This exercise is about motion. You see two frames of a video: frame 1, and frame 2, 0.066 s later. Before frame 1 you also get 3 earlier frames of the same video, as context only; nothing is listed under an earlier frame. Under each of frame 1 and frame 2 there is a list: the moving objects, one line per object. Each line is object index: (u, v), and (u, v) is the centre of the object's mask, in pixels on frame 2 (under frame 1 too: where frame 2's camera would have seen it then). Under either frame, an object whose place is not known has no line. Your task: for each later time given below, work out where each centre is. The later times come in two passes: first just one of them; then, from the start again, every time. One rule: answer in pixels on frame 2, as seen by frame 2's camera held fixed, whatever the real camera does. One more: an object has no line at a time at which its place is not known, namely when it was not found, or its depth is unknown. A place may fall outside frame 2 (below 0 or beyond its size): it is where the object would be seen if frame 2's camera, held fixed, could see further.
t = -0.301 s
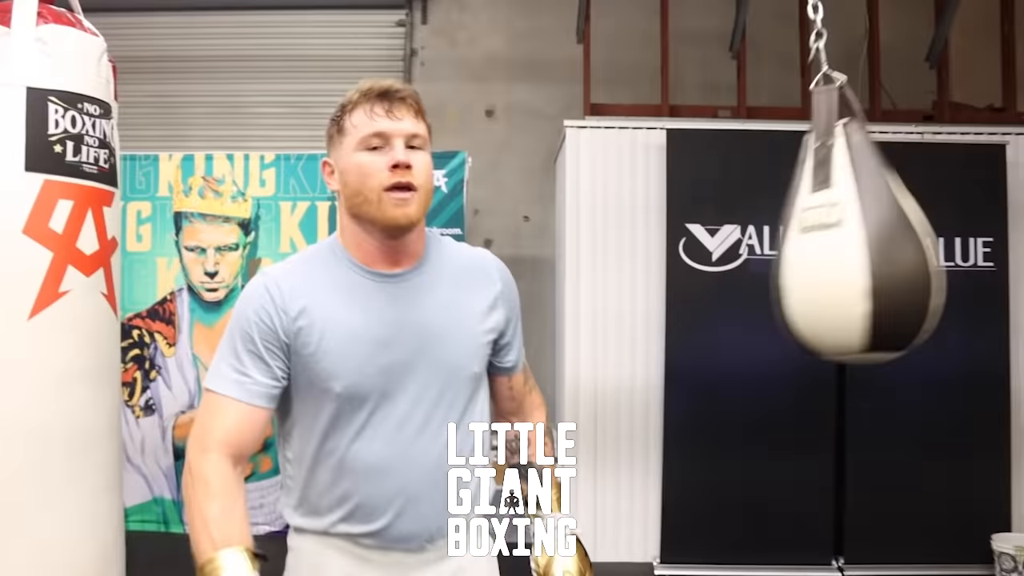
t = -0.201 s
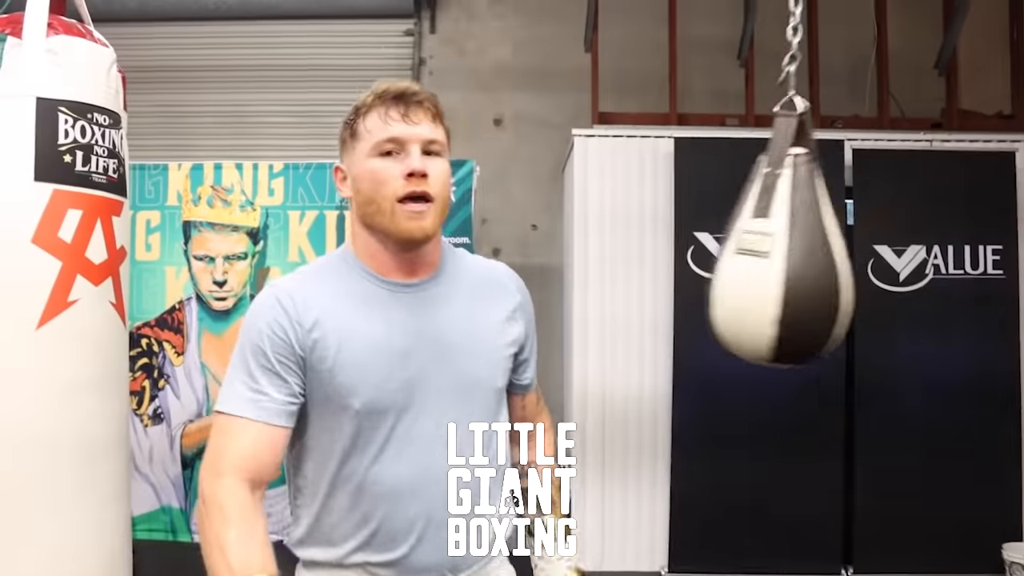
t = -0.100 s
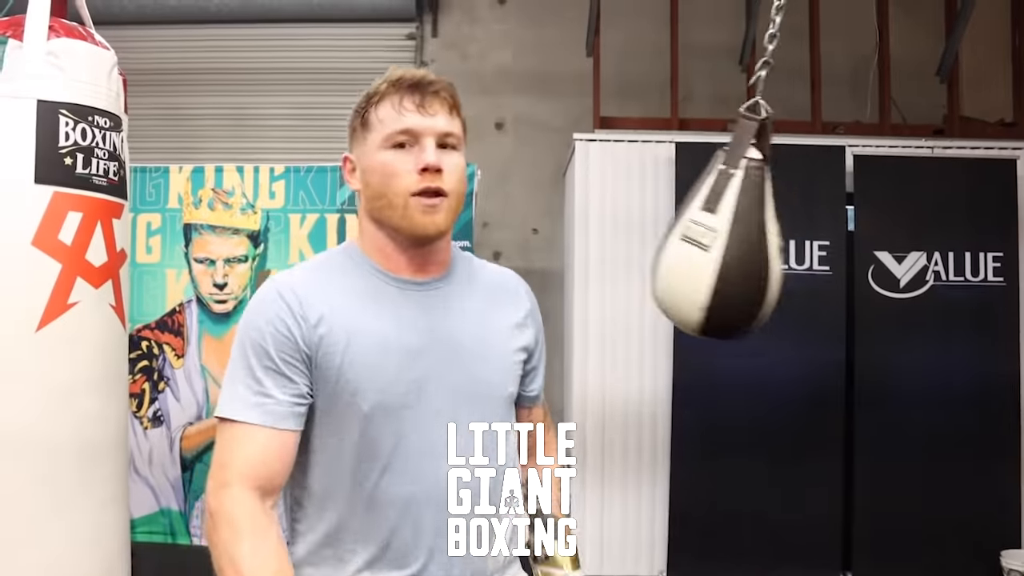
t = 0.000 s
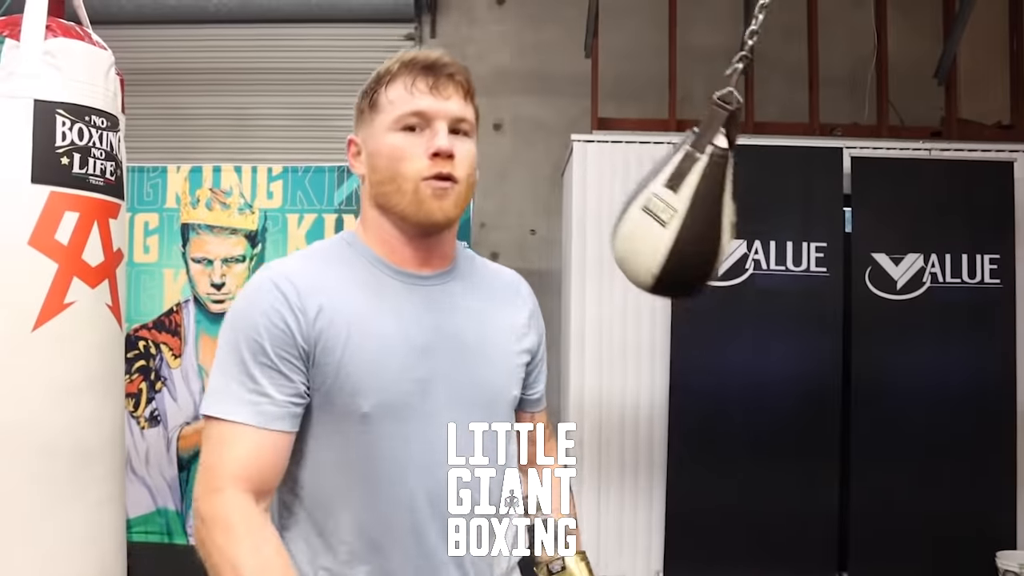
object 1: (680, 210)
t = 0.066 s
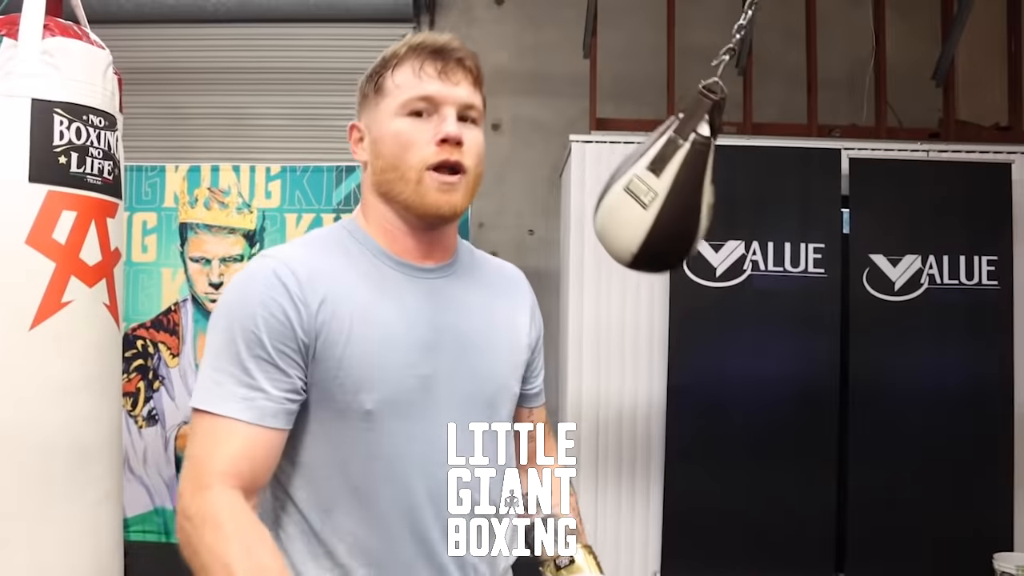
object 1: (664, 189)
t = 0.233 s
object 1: (639, 159)
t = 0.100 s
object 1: (657, 181)
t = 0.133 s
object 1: (652, 173)
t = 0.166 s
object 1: (648, 167)
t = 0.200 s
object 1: (642, 162)
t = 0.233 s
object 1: (639, 159)
